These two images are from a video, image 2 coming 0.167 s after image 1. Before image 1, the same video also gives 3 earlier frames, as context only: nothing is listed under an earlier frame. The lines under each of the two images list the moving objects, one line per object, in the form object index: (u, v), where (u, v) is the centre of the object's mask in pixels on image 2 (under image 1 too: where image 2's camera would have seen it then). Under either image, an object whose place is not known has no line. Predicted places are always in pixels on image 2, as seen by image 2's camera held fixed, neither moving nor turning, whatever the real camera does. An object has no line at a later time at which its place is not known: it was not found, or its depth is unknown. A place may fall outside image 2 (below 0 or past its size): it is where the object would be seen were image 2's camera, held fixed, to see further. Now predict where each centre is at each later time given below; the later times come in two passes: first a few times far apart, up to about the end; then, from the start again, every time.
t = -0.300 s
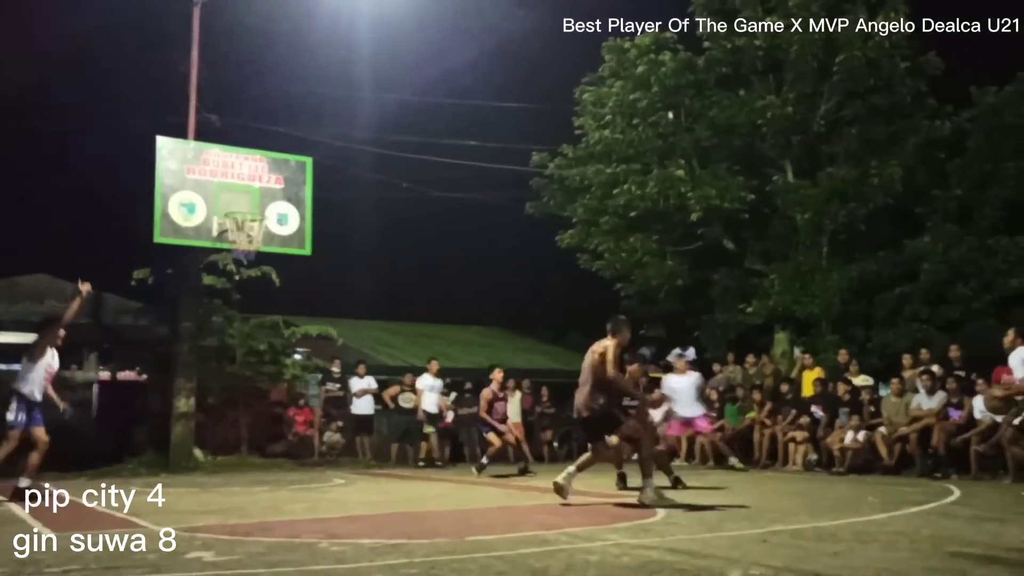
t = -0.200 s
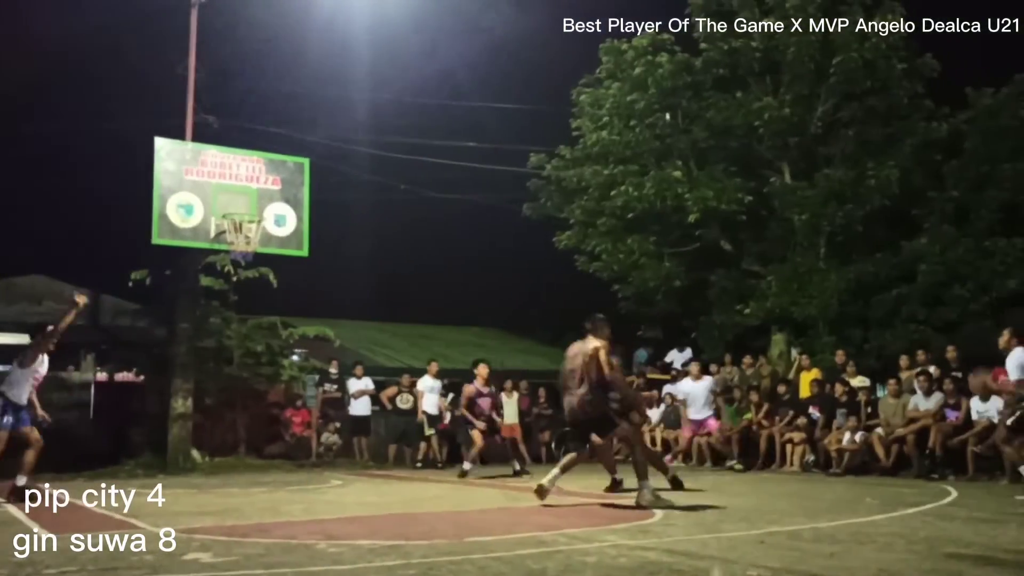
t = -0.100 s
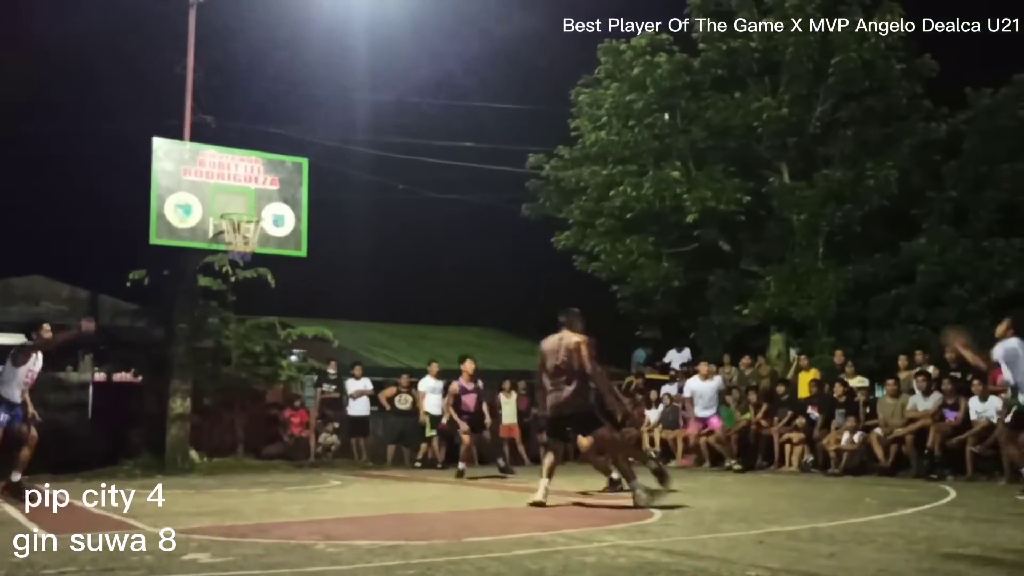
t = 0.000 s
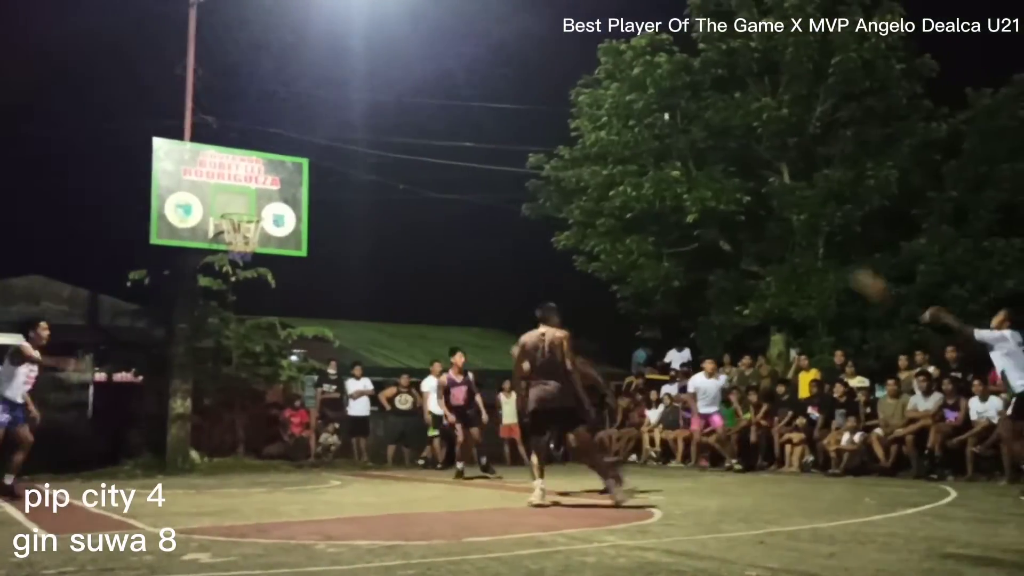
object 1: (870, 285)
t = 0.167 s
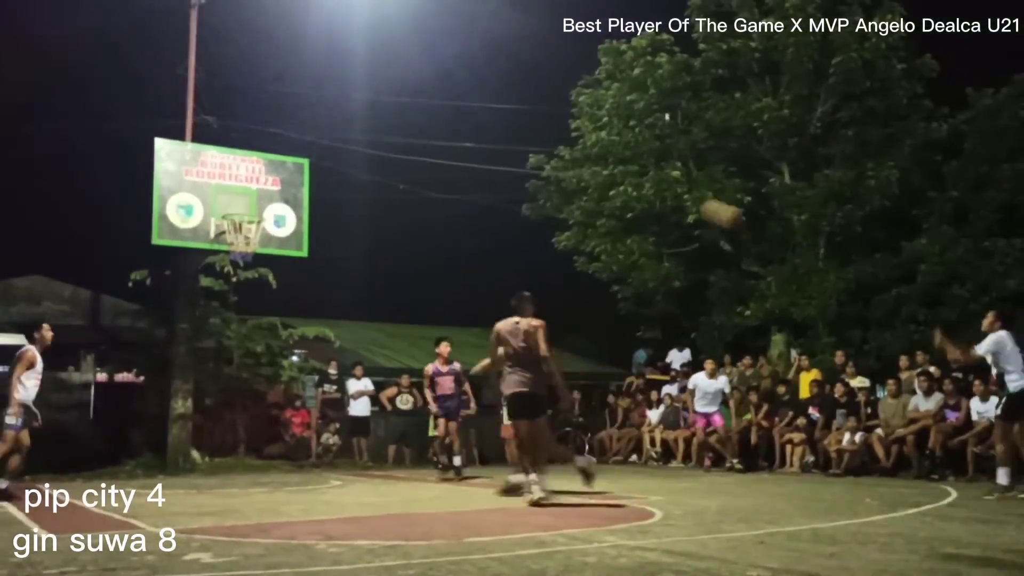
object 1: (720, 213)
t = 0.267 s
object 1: (635, 186)
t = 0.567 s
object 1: (412, 160)
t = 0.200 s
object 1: (691, 203)
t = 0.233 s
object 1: (663, 193)
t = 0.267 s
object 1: (635, 186)
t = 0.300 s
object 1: (608, 178)
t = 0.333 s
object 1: (583, 173)
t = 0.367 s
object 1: (557, 168)
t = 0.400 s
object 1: (532, 164)
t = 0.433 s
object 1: (507, 161)
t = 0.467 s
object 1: (483, 159)
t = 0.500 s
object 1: (459, 158)
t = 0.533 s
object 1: (435, 159)
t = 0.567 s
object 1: (412, 160)
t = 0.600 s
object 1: (388, 162)
